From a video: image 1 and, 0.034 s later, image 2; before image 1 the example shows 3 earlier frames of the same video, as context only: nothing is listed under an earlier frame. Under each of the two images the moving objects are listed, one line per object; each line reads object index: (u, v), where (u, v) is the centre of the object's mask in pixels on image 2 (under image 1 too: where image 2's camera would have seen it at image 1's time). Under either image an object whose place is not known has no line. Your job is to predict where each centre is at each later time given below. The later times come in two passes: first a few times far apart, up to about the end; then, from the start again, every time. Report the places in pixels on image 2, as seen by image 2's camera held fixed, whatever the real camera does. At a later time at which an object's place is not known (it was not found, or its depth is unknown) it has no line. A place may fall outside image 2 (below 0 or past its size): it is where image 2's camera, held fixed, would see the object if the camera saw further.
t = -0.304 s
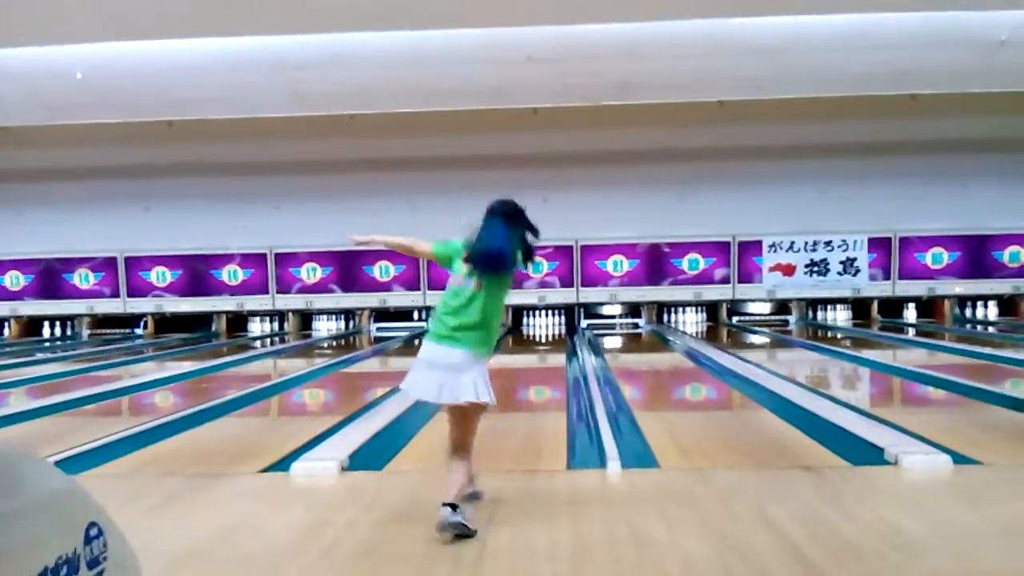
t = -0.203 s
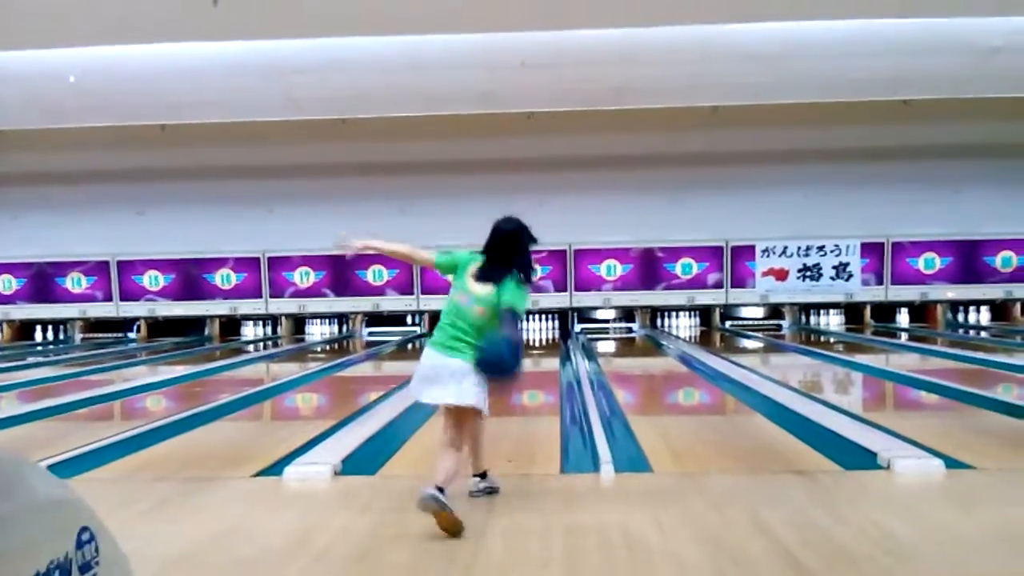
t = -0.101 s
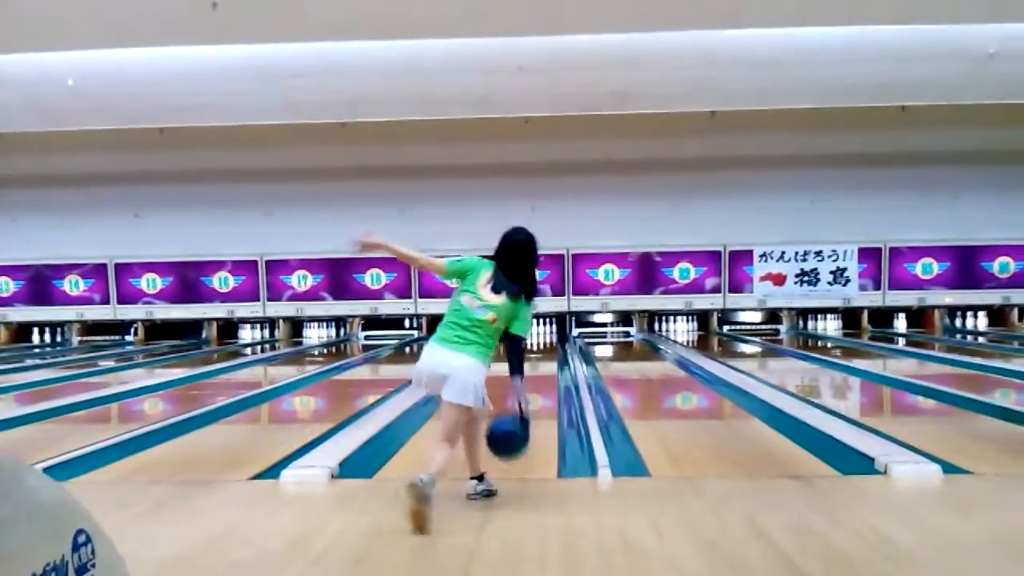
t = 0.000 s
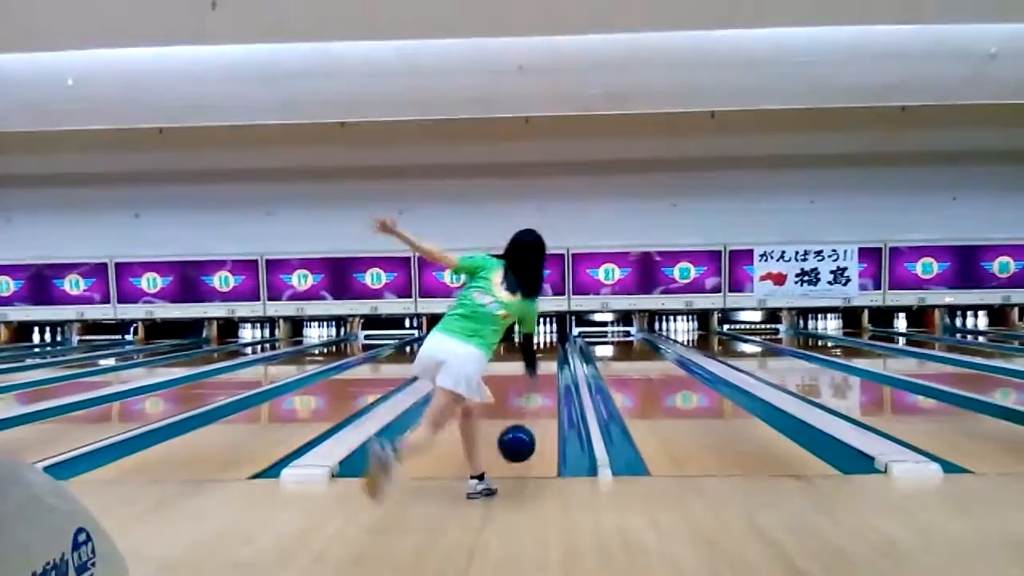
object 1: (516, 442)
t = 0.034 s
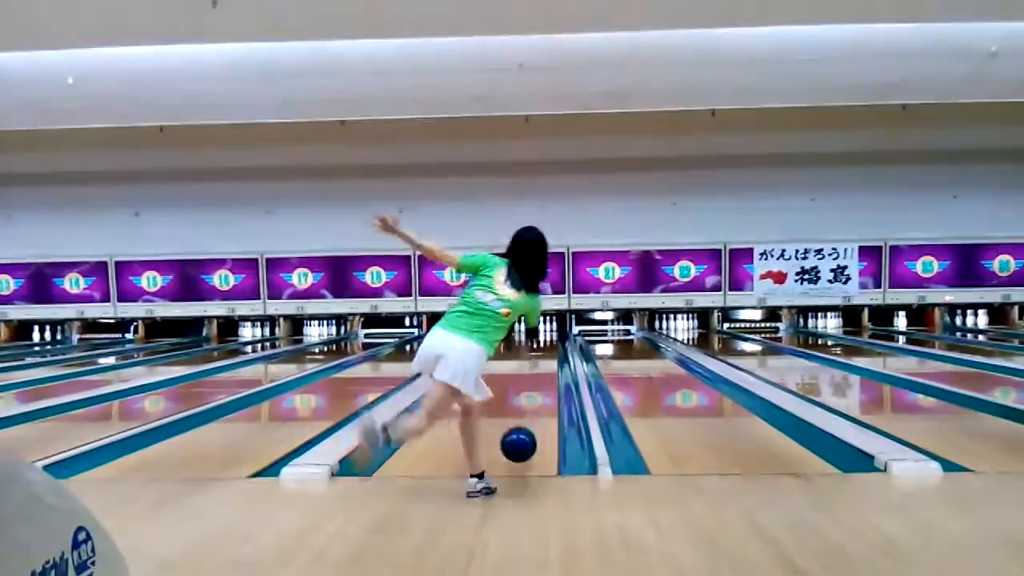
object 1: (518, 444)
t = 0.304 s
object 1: (529, 409)
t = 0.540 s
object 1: (531, 388)
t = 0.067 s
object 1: (520, 445)
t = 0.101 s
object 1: (522, 437)
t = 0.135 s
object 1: (523, 432)
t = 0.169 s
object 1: (525, 427)
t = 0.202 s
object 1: (526, 422)
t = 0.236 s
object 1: (527, 418)
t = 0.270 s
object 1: (528, 413)
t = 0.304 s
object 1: (529, 409)
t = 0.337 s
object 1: (530, 405)
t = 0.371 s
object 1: (532, 402)
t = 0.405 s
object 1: (533, 399)
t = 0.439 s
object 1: (533, 396)
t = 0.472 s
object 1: (534, 393)
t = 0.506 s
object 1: (534, 390)
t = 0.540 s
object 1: (531, 388)
